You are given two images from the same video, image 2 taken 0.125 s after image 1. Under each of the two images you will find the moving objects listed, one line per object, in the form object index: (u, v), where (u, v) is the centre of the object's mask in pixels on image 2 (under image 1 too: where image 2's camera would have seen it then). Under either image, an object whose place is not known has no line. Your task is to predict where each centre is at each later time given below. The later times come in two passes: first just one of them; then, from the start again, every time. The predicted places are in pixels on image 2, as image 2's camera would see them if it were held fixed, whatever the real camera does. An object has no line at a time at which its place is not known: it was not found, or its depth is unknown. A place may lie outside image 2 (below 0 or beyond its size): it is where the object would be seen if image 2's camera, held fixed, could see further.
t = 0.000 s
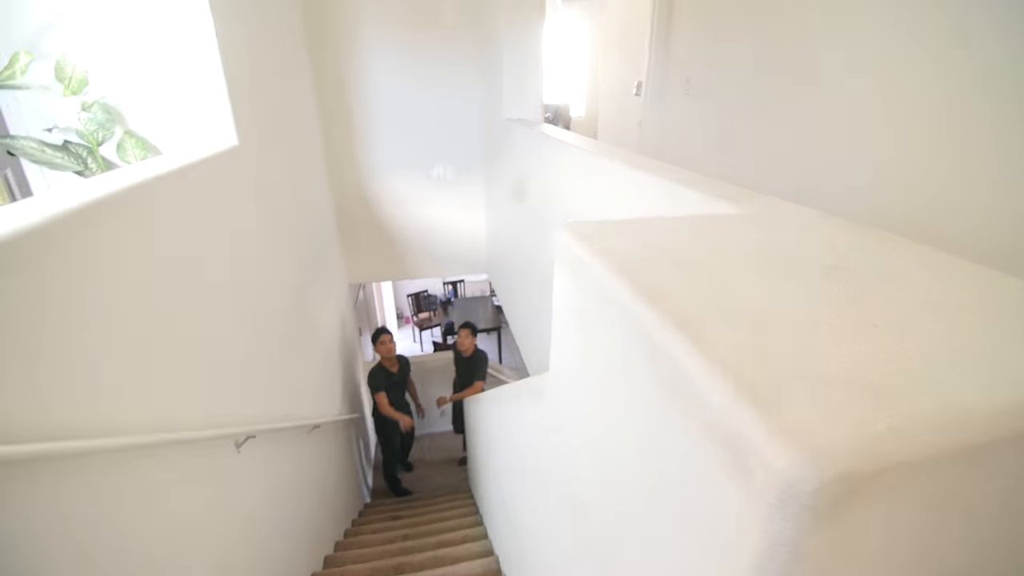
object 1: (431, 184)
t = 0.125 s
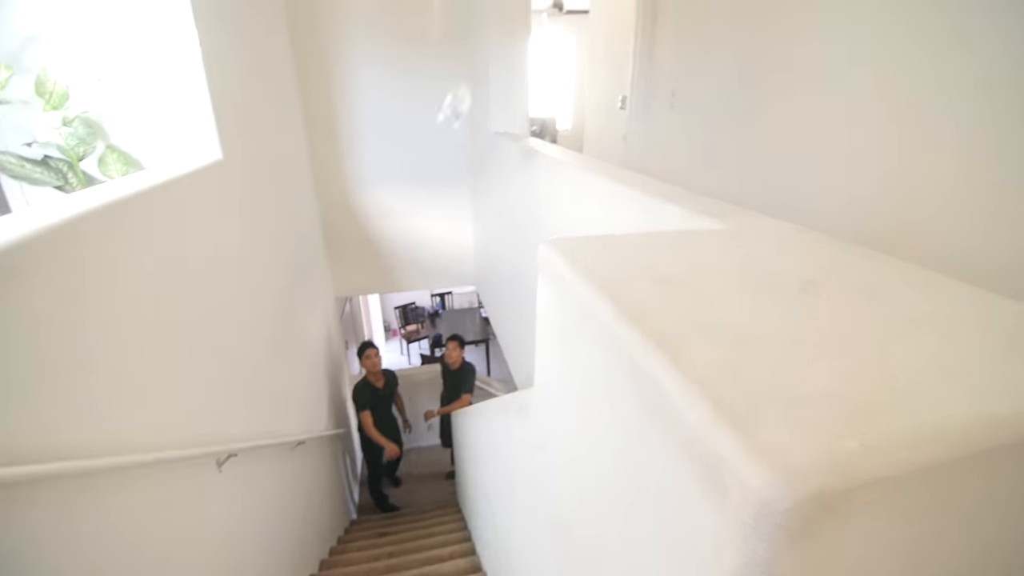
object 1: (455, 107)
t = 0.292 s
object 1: (513, 53)
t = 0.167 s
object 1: (466, 87)
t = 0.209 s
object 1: (479, 71)
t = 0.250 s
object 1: (495, 59)
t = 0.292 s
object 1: (513, 53)
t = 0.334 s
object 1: (534, 60)
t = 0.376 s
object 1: (561, 71)
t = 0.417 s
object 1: (599, 113)
